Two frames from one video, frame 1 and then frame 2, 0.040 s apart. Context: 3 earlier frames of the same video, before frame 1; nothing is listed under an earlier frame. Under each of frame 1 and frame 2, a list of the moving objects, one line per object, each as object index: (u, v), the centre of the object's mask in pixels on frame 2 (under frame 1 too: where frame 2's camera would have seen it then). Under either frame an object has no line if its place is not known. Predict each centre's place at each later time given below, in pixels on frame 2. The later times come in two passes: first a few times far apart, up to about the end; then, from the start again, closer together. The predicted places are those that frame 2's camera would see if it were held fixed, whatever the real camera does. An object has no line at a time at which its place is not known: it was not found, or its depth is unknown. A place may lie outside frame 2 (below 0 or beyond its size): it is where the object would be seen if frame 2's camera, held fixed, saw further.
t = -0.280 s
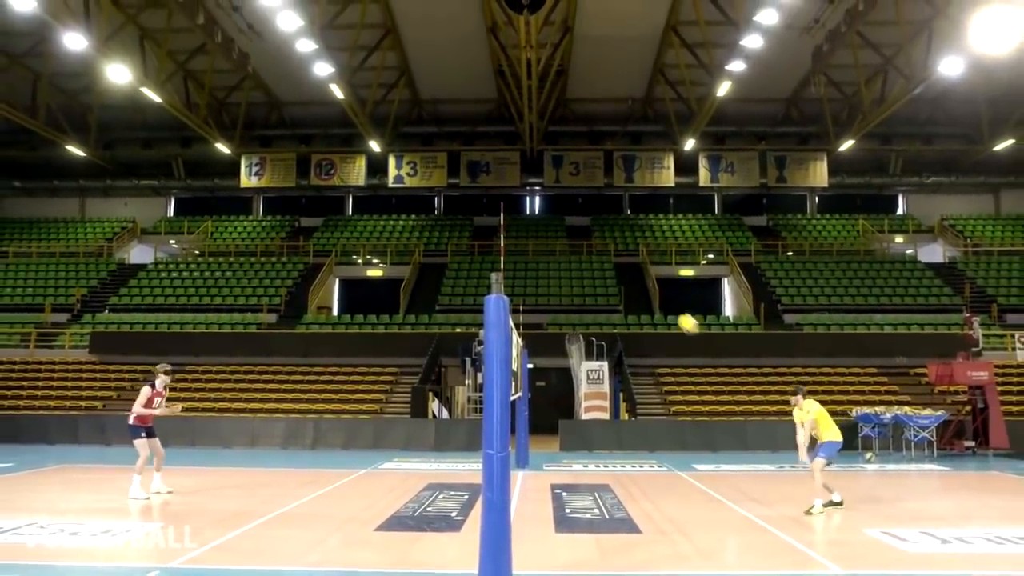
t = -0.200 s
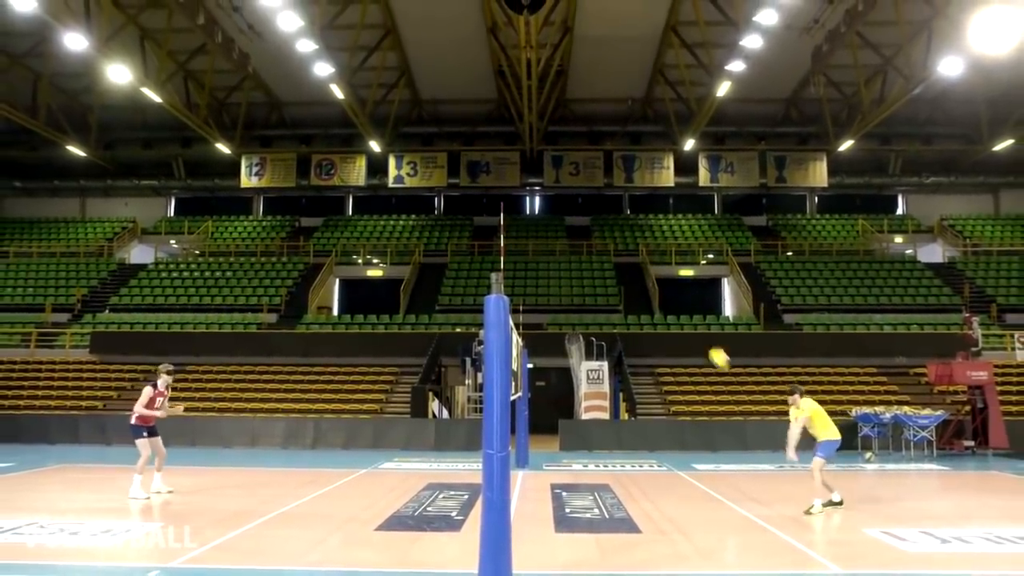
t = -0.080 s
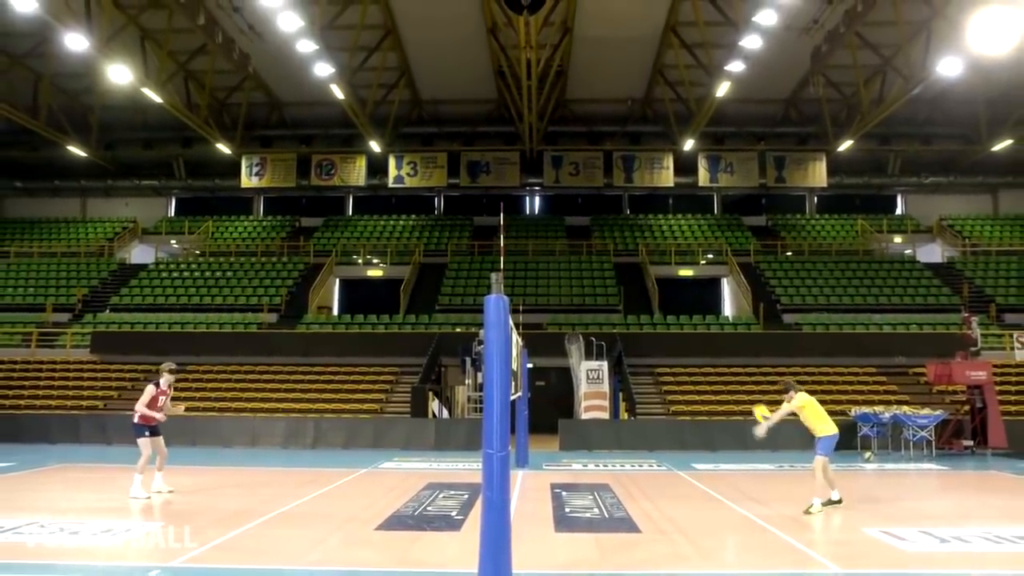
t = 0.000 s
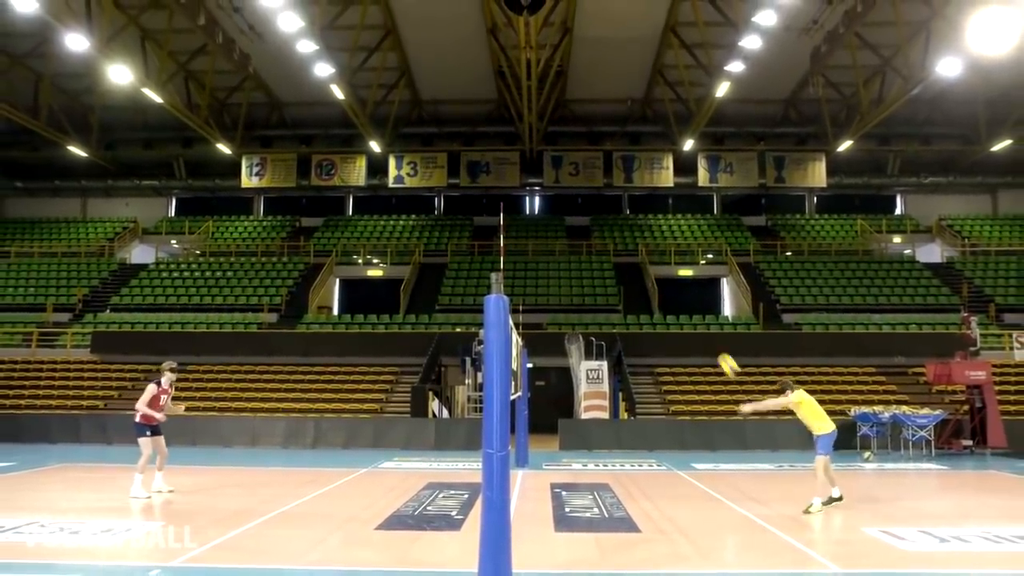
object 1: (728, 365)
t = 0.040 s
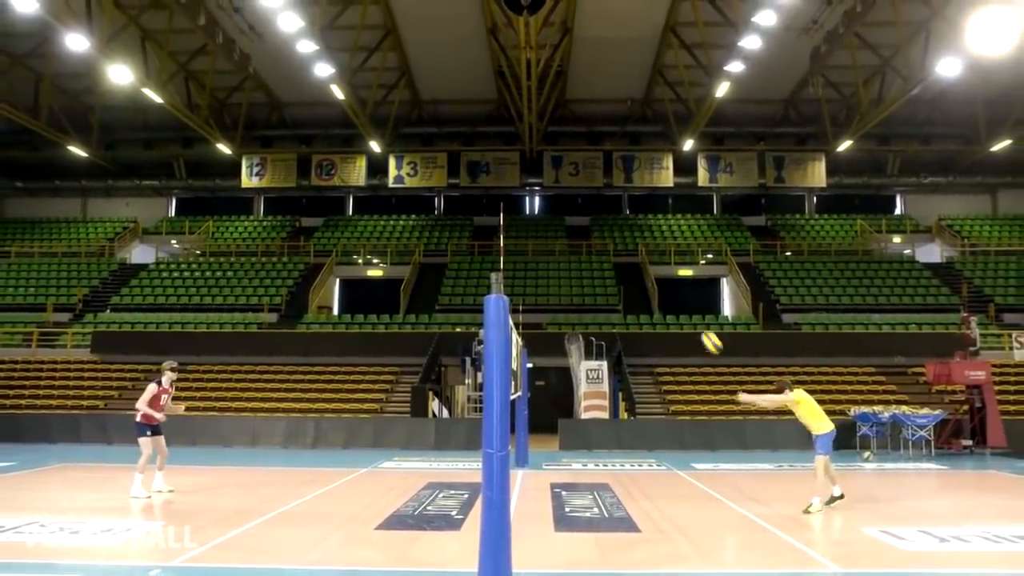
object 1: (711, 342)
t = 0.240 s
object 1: (632, 248)
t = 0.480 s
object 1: (545, 182)
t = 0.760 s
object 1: (454, 157)
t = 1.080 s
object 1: (359, 195)
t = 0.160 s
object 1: (663, 282)
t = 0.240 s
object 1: (632, 248)
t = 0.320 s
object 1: (602, 222)
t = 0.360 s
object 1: (587, 209)
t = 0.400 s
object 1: (573, 199)
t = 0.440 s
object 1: (559, 190)
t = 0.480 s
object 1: (545, 182)
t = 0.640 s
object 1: (491, 161)
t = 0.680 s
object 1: (478, 158)
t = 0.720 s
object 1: (466, 157)
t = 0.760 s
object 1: (454, 157)
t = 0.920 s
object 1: (405, 166)
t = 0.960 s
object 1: (393, 172)
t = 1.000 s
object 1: (381, 180)
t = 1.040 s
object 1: (370, 186)
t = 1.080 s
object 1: (359, 195)
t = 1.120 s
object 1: (348, 204)
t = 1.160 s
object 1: (337, 214)
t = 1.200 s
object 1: (326, 225)
